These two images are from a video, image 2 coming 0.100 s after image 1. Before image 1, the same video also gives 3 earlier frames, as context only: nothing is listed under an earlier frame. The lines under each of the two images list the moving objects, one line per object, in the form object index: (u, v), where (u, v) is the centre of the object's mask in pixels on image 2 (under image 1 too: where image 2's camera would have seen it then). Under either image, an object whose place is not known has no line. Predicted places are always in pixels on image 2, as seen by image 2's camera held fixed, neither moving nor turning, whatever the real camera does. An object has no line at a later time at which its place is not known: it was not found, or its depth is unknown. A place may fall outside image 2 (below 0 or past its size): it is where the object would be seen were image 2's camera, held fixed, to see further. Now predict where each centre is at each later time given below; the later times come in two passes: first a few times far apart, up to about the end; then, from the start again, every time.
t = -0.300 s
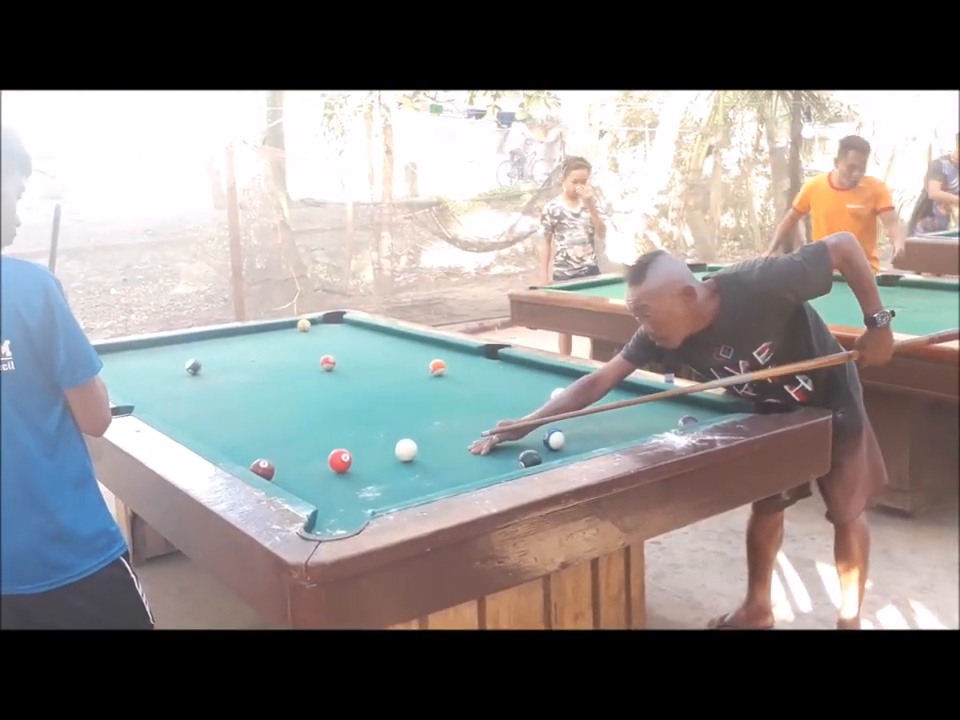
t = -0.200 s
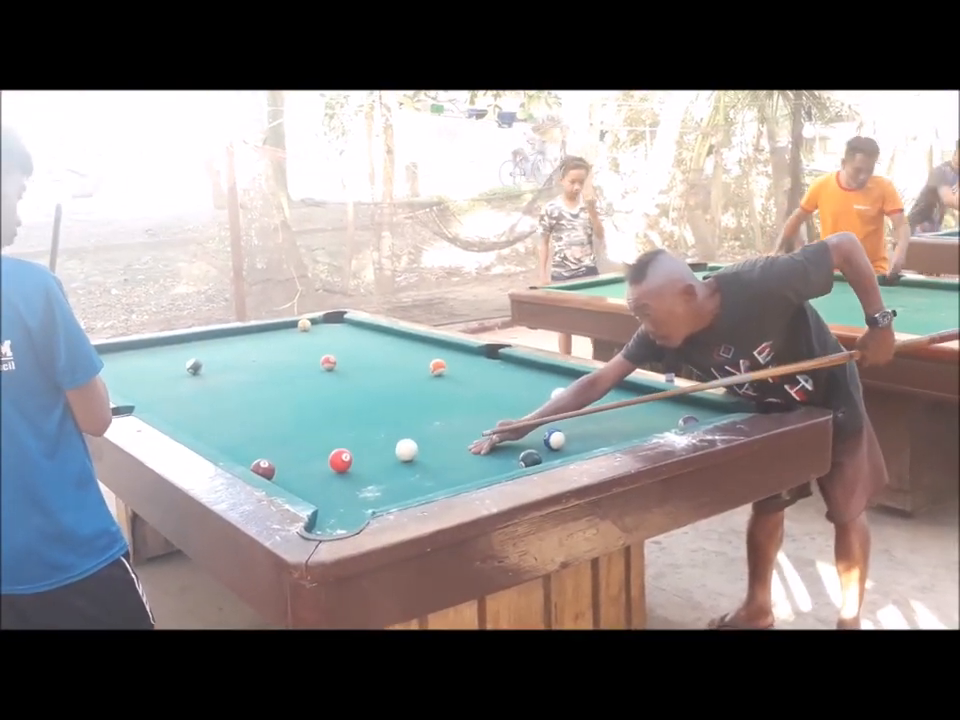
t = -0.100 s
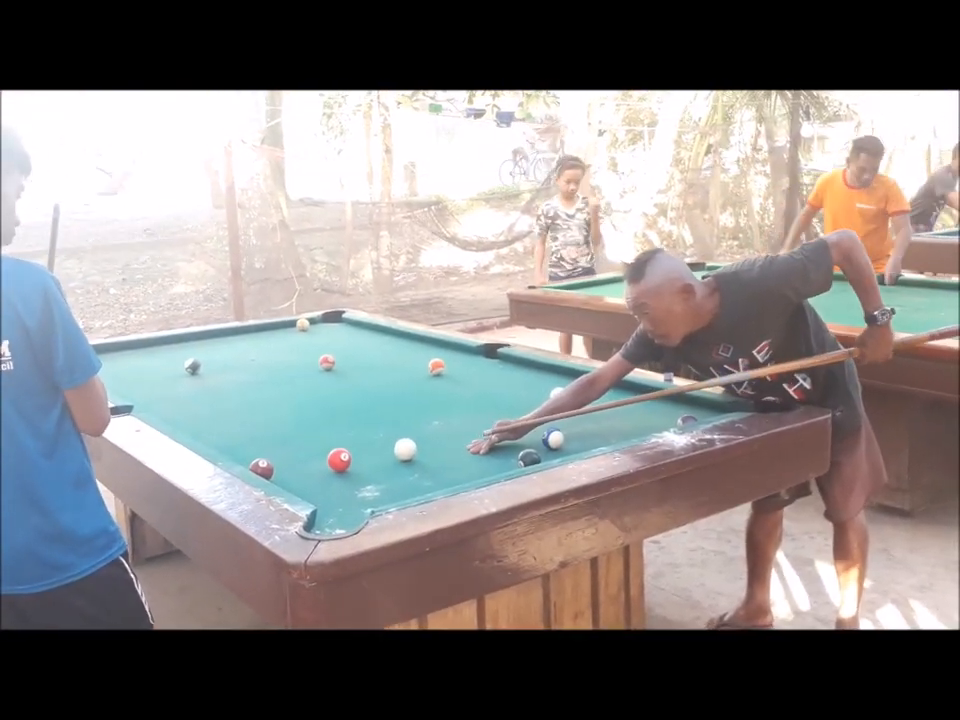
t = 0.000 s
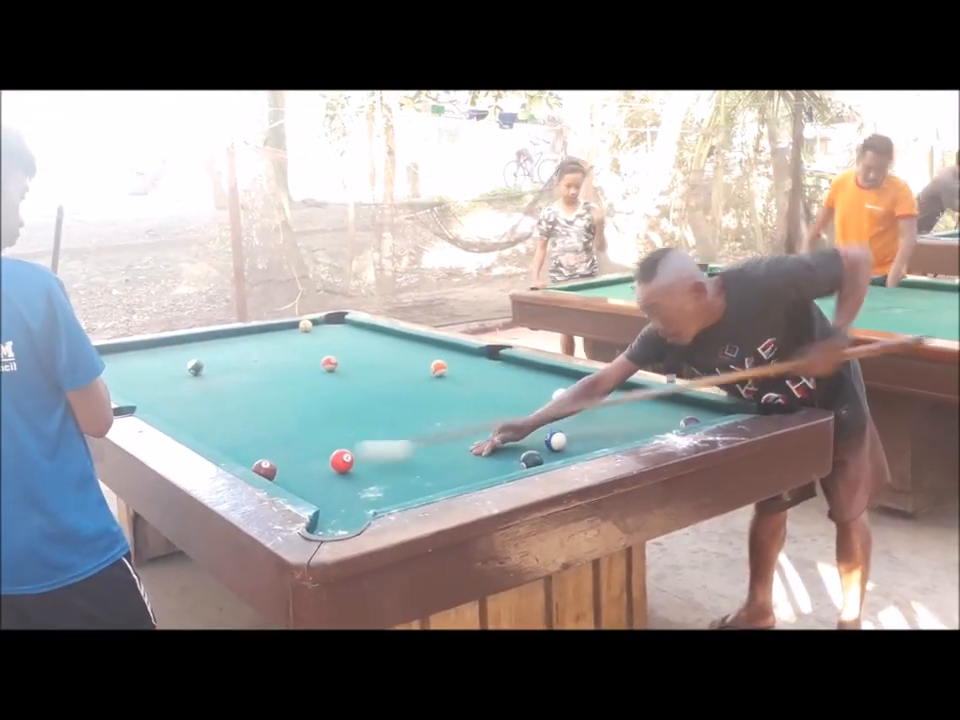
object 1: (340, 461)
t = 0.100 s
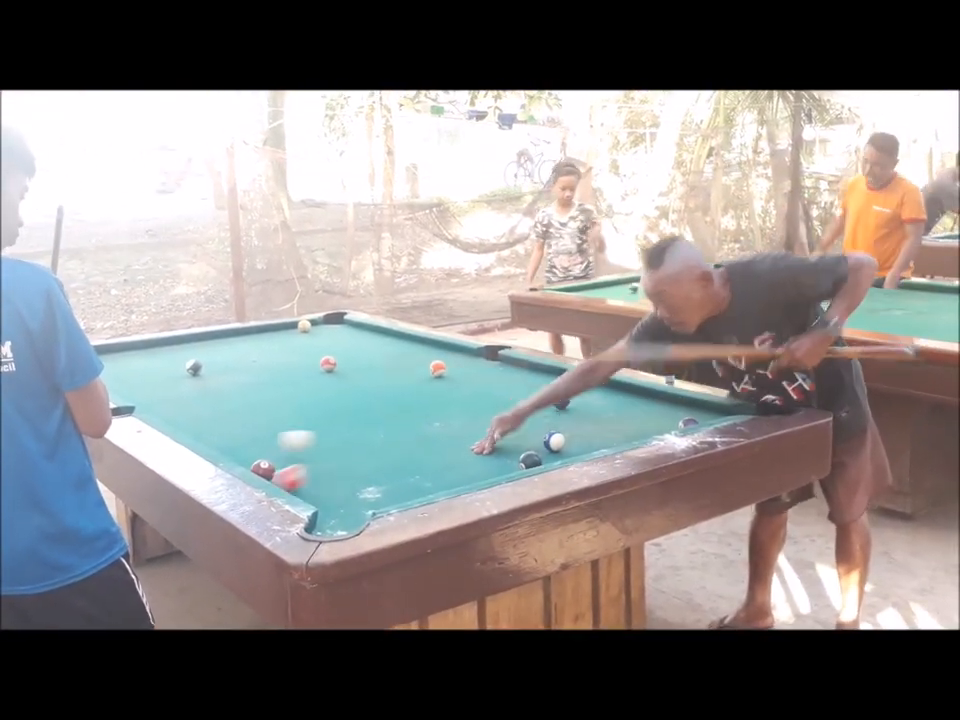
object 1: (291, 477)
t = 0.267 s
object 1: (342, 470)
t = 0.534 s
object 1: (437, 451)
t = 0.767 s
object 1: (509, 437)
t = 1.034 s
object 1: (580, 422)
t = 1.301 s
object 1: (642, 409)
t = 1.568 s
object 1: (677, 403)
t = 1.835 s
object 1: (652, 411)
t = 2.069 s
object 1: (633, 417)
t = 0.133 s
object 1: (288, 479)
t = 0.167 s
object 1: (302, 477)
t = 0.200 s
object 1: (316, 475)
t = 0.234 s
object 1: (329, 473)
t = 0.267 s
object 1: (342, 470)
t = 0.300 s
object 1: (356, 468)
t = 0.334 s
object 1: (368, 465)
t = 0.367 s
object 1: (380, 462)
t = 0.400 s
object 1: (391, 460)
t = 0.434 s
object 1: (403, 458)
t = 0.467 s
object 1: (415, 455)
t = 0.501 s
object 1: (426, 453)
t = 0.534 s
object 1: (437, 451)
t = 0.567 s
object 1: (448, 449)
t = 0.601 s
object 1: (459, 447)
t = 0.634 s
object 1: (469, 444)
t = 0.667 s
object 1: (480, 442)
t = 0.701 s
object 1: (489, 440)
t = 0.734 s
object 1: (499, 439)
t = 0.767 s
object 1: (509, 437)
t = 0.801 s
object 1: (518, 435)
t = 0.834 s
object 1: (528, 433)
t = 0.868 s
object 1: (536, 430)
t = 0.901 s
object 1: (544, 427)
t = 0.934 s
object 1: (555, 424)
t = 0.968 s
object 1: (565, 424)
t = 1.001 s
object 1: (571, 423)
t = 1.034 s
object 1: (580, 422)
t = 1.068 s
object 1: (589, 420)
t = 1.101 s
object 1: (597, 418)
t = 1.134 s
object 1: (605, 417)
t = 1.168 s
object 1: (613, 415)
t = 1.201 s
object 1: (620, 414)
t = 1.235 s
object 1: (627, 412)
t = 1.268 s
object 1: (635, 410)
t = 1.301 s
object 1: (642, 409)
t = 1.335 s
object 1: (649, 408)
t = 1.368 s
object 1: (656, 406)
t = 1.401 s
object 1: (663, 404)
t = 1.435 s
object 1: (670, 403)
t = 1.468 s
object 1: (677, 402)
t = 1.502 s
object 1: (683, 401)
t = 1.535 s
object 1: (680, 402)
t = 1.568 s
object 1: (677, 403)
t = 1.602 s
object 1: (673, 404)
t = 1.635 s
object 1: (670, 405)
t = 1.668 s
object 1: (667, 406)
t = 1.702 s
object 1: (664, 407)
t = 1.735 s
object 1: (661, 408)
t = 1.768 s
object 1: (658, 409)
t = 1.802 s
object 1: (655, 409)
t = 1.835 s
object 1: (652, 411)
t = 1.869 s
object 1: (649, 412)
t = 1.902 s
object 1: (646, 413)
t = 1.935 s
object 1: (644, 413)
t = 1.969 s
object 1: (641, 414)
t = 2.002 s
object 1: (638, 415)
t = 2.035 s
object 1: (636, 416)
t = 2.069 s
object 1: (633, 417)
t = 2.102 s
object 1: (631, 418)
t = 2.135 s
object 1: (628, 418)
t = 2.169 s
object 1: (626, 419)
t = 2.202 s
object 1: (623, 420)
